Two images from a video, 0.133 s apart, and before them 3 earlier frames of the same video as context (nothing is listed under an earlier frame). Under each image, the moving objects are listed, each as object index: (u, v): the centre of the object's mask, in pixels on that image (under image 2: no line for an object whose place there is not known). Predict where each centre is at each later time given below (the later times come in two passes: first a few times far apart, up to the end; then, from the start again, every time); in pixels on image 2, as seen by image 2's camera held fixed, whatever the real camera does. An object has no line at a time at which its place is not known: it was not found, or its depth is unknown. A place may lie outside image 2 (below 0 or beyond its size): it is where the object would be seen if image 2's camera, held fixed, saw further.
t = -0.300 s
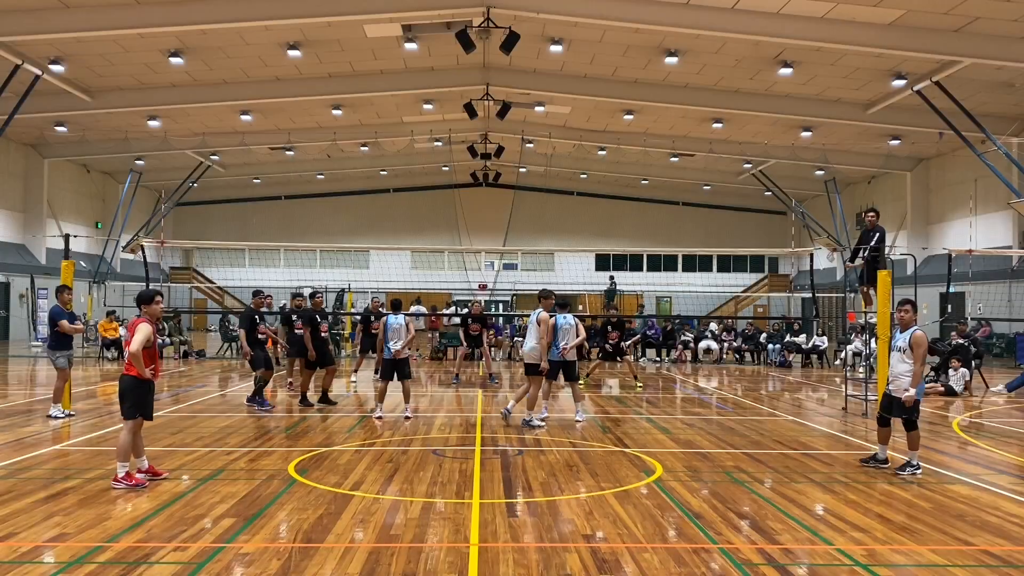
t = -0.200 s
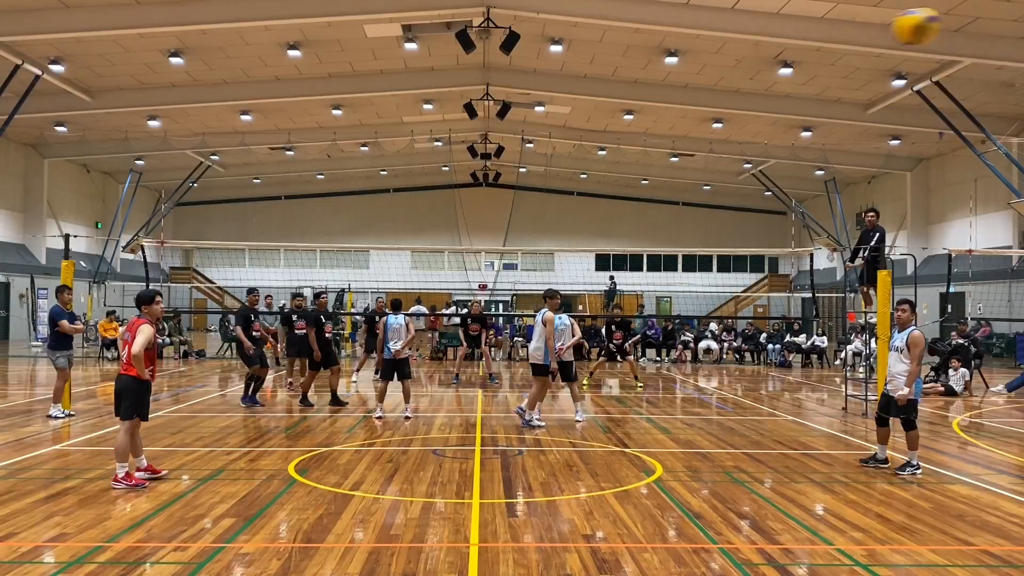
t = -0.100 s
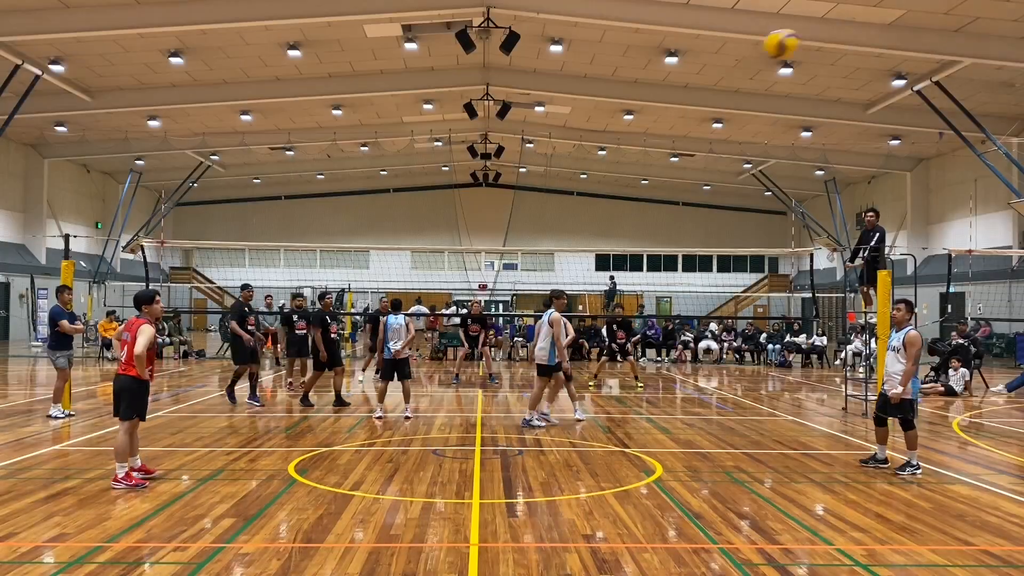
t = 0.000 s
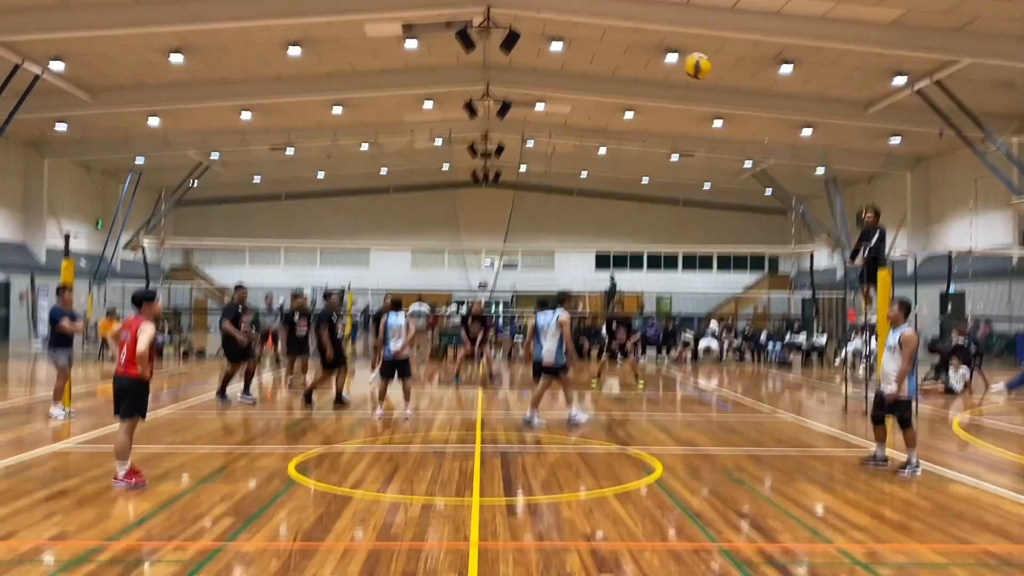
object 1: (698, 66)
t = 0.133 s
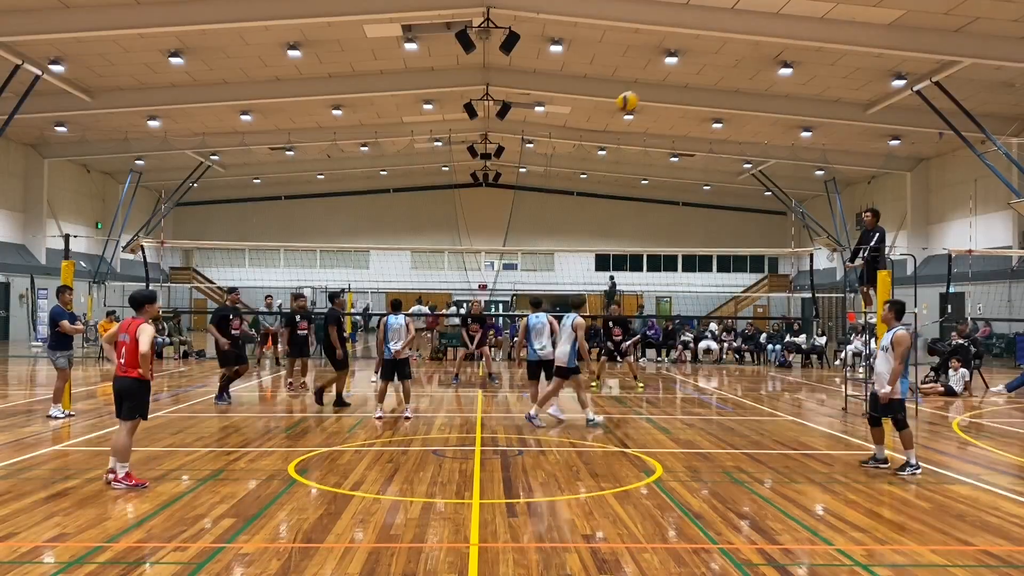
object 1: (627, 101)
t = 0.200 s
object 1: (602, 119)
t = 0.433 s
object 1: (540, 179)
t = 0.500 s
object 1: (527, 198)
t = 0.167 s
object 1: (614, 111)
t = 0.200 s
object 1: (602, 119)
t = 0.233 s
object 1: (591, 128)
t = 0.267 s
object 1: (581, 137)
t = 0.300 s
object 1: (572, 145)
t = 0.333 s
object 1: (563, 154)
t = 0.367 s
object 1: (554, 162)
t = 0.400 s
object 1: (547, 171)
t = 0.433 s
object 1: (540, 179)
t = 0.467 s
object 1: (534, 188)
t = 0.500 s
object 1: (527, 198)
